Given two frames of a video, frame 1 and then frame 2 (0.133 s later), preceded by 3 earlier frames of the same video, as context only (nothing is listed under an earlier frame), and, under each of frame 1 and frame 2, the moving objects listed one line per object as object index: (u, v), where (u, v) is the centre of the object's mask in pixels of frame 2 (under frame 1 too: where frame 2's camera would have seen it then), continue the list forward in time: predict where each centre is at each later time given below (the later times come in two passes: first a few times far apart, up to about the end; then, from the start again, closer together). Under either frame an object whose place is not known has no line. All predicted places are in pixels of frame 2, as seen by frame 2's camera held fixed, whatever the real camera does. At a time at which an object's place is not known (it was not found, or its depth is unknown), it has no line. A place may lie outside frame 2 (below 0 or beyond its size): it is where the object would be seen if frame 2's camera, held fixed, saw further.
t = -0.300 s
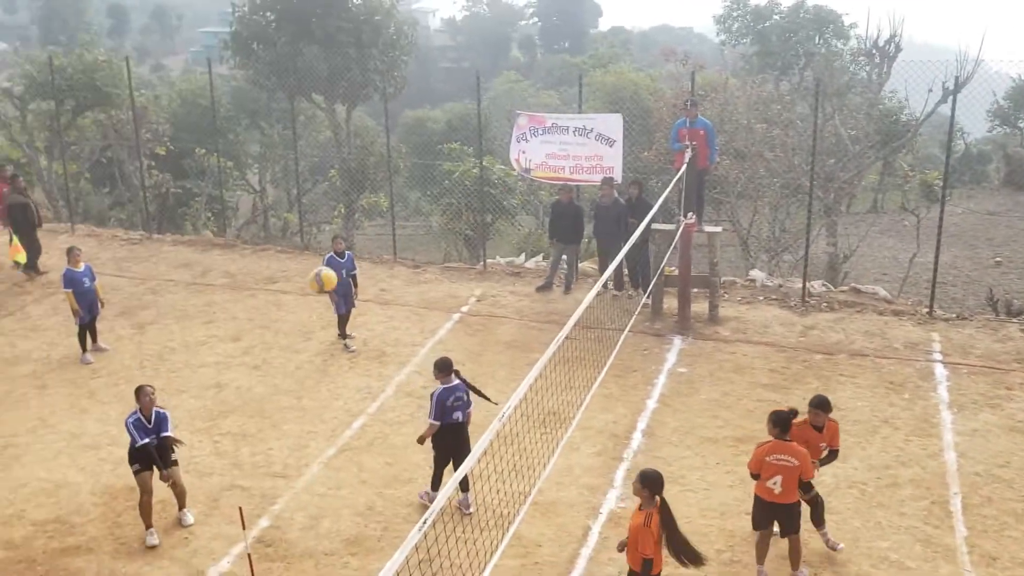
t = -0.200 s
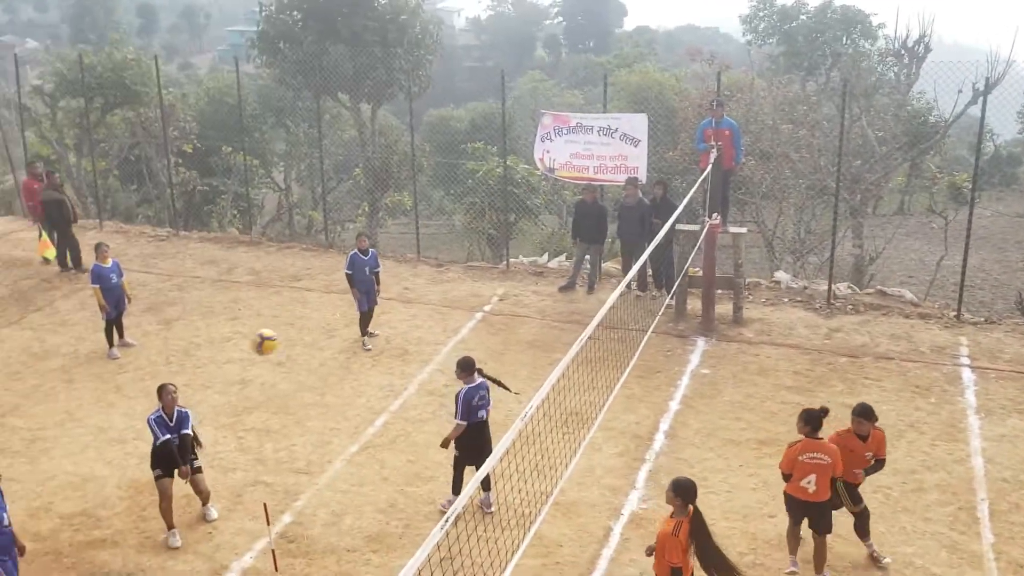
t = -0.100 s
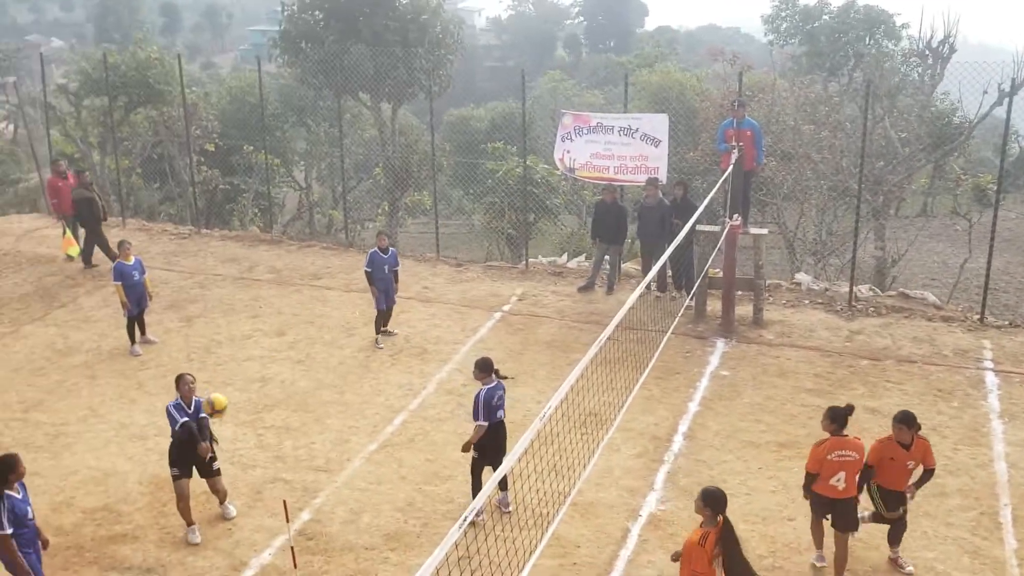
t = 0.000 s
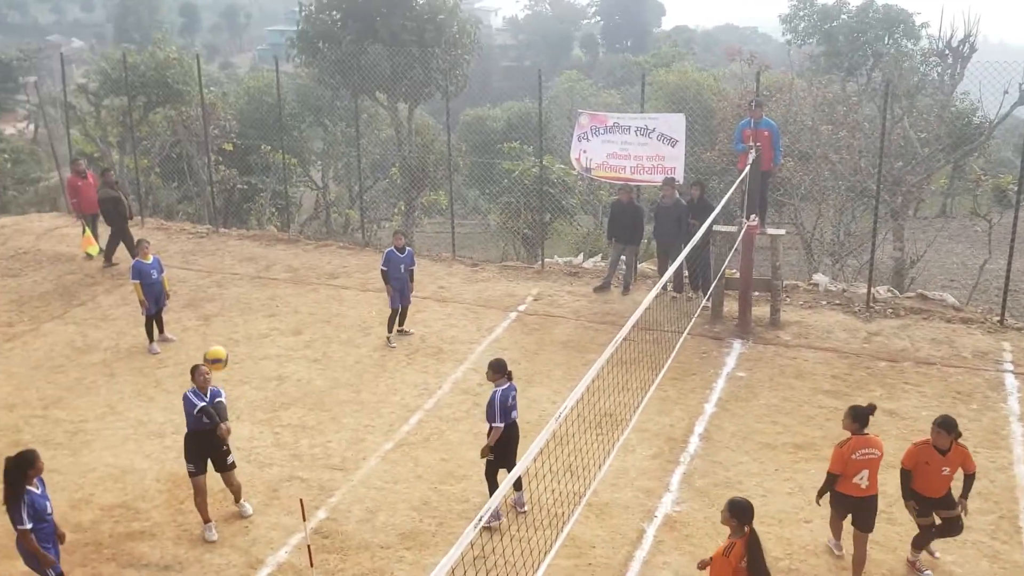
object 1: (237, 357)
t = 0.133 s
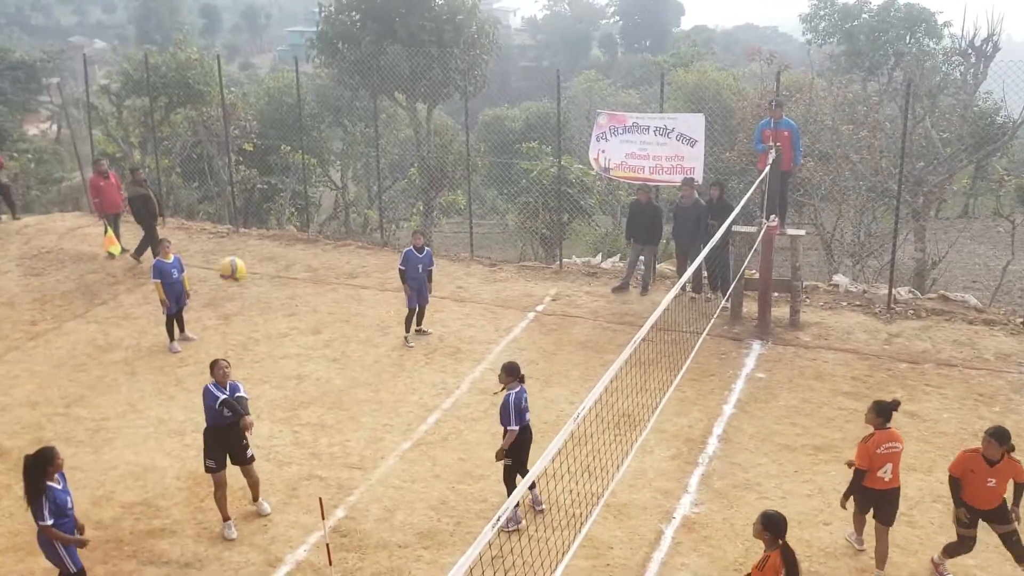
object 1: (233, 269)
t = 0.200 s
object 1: (232, 232)
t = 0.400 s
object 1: (231, 142)
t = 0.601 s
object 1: (239, 98)
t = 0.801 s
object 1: (255, 104)
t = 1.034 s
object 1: (283, 175)
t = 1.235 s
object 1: (314, 281)
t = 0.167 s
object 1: (231, 250)
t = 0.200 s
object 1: (232, 232)
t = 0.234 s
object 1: (230, 214)
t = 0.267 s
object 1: (230, 198)
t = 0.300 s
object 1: (230, 182)
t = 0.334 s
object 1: (231, 168)
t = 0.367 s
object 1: (230, 154)
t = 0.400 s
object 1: (231, 142)
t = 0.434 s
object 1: (232, 133)
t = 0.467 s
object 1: (232, 123)
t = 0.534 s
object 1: (236, 108)
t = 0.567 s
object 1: (238, 102)
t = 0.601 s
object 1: (239, 98)
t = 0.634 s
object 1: (242, 96)
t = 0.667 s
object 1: (245, 95)
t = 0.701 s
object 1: (246, 95)
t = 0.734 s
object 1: (249, 96)
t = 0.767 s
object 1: (251, 99)
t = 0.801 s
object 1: (255, 104)
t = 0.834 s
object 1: (259, 109)
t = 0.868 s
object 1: (262, 117)
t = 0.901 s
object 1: (266, 126)
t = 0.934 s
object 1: (270, 136)
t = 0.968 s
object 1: (273, 148)
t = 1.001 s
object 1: (278, 160)
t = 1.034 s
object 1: (283, 175)
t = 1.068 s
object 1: (288, 189)
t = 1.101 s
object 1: (293, 205)
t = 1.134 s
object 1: (298, 222)
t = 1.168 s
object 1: (303, 242)
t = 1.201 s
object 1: (309, 261)
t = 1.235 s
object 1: (314, 281)
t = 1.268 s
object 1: (319, 303)
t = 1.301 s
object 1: (325, 325)
